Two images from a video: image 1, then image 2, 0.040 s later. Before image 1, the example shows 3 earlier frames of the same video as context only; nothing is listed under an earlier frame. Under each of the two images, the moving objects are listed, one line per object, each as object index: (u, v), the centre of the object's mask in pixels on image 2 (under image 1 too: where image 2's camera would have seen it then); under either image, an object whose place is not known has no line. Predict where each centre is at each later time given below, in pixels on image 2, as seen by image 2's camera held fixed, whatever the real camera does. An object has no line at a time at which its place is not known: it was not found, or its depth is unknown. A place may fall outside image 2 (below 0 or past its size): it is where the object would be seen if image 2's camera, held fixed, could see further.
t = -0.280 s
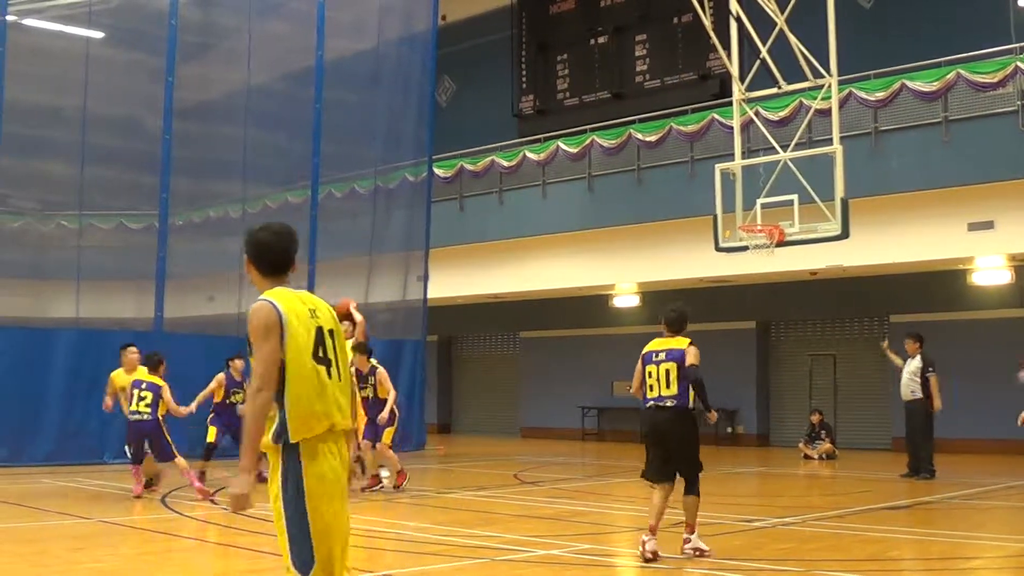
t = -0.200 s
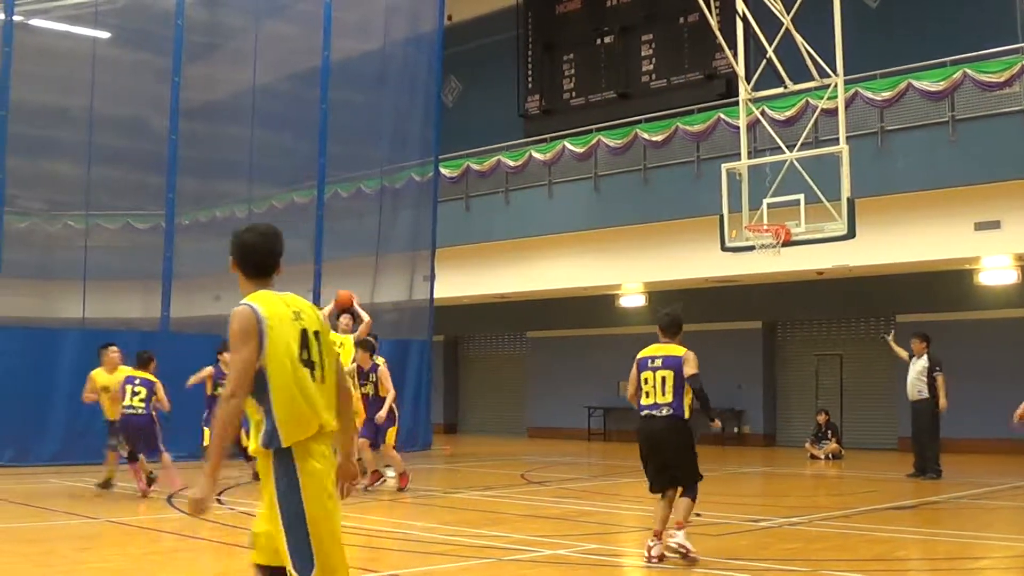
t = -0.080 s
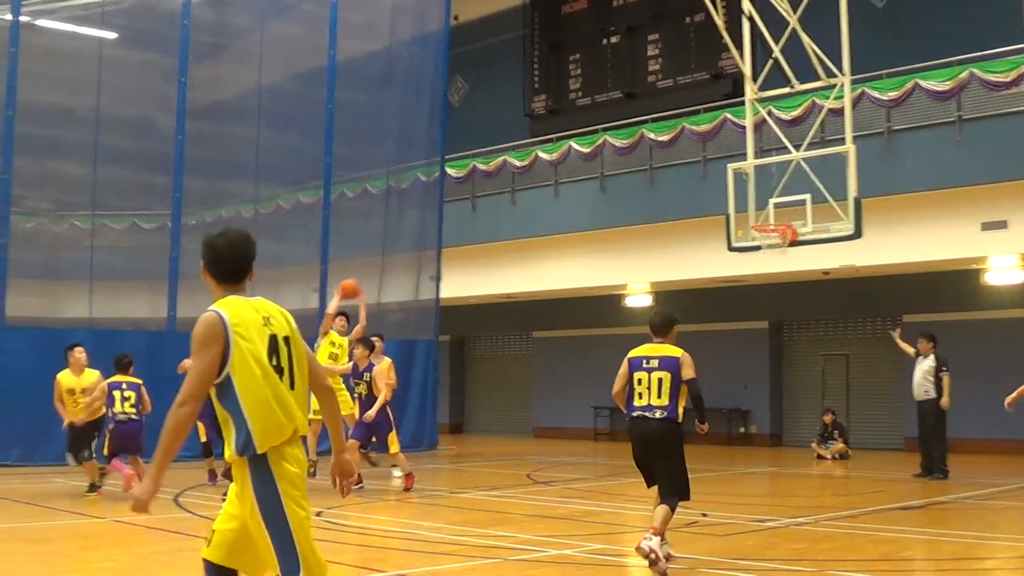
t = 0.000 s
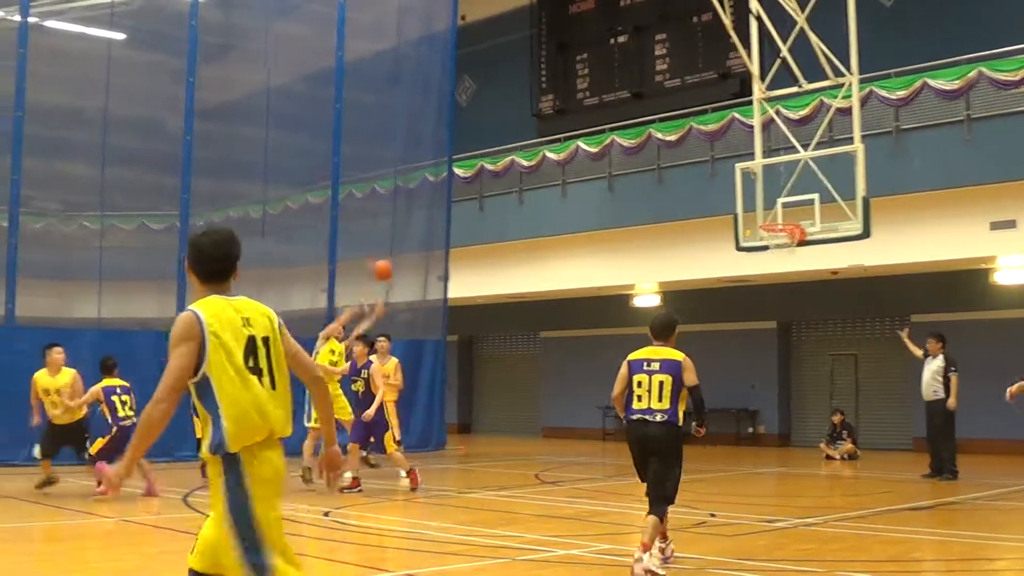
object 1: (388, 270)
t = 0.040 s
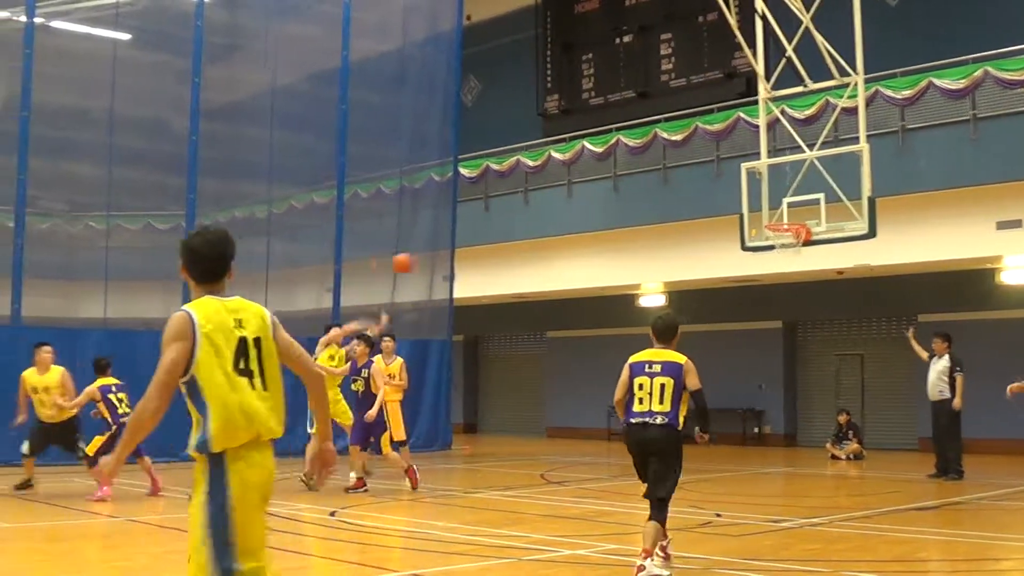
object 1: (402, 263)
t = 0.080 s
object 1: (419, 258)
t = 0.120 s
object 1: (435, 254)
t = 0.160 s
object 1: (451, 250)
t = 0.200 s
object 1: (469, 249)
